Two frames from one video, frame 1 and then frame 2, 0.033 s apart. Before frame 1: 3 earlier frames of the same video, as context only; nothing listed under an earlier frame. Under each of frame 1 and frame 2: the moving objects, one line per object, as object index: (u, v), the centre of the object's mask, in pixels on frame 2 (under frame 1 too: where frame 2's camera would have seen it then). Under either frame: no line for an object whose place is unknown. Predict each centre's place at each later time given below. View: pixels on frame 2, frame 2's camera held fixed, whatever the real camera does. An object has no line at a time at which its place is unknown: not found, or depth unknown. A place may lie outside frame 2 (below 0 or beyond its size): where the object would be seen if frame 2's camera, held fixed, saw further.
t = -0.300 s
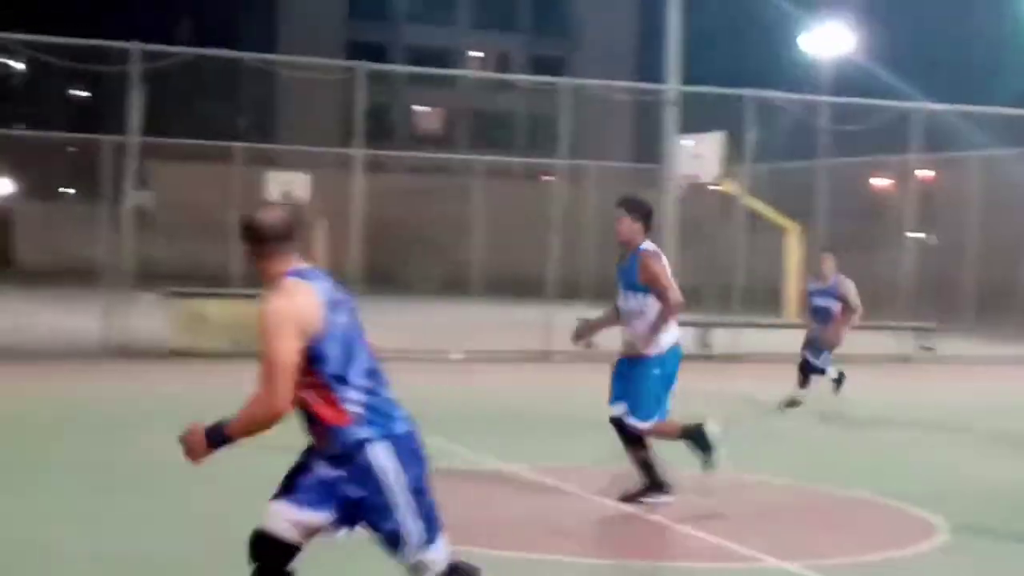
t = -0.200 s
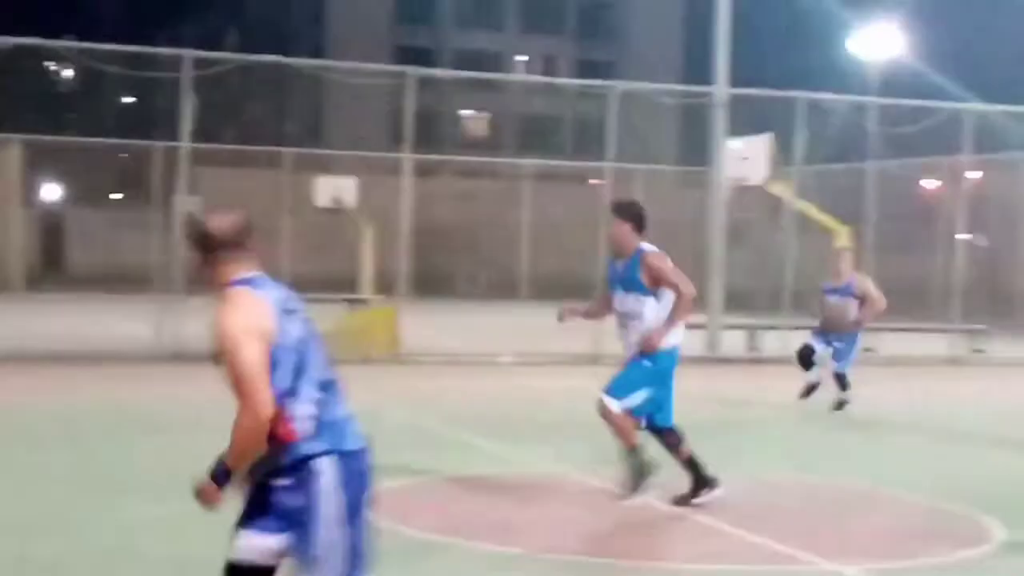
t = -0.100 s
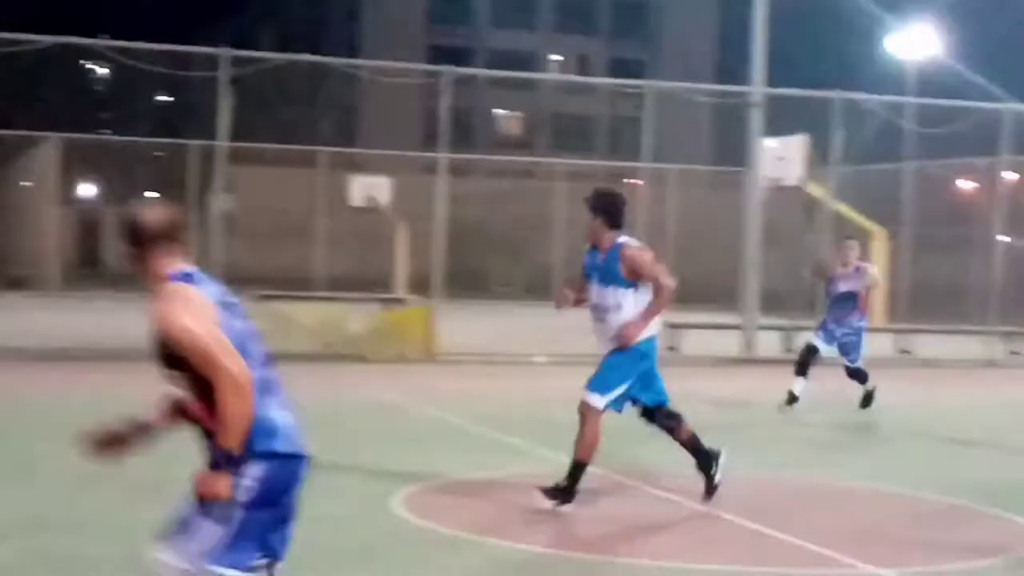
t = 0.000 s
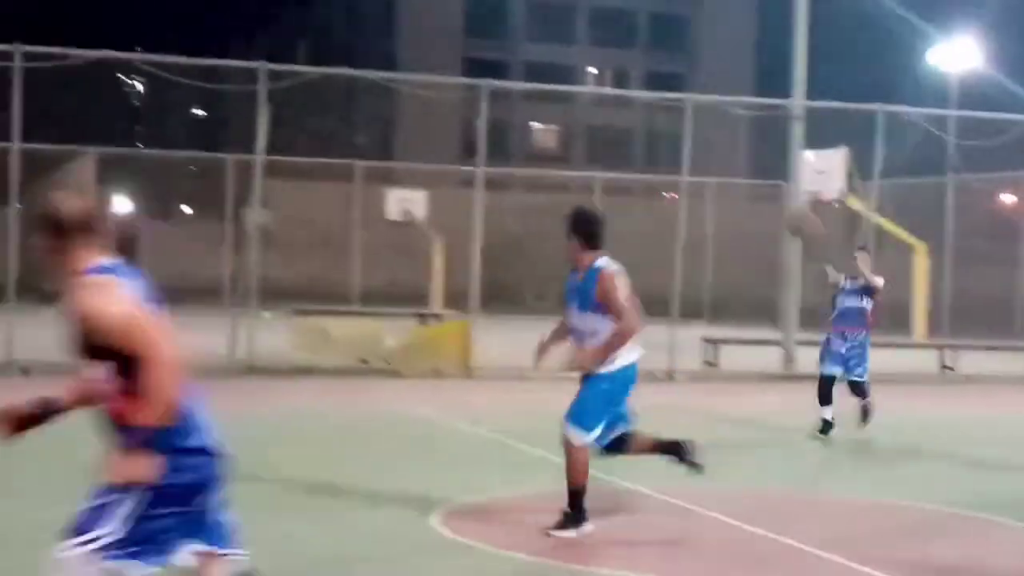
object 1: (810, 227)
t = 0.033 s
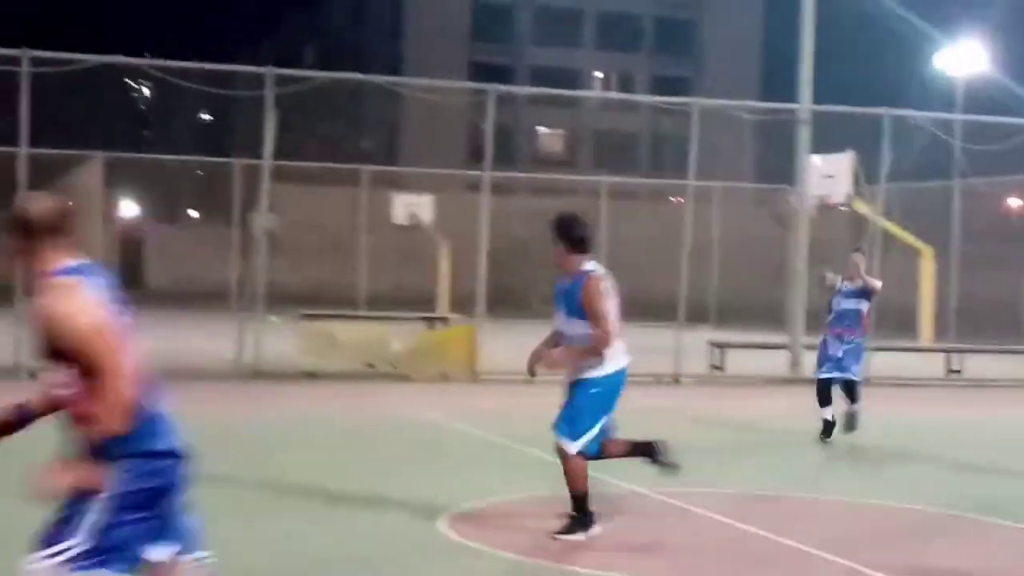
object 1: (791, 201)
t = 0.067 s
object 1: (764, 189)
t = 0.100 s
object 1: (736, 174)
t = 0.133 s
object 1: (712, 158)
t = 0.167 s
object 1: (683, 141)
